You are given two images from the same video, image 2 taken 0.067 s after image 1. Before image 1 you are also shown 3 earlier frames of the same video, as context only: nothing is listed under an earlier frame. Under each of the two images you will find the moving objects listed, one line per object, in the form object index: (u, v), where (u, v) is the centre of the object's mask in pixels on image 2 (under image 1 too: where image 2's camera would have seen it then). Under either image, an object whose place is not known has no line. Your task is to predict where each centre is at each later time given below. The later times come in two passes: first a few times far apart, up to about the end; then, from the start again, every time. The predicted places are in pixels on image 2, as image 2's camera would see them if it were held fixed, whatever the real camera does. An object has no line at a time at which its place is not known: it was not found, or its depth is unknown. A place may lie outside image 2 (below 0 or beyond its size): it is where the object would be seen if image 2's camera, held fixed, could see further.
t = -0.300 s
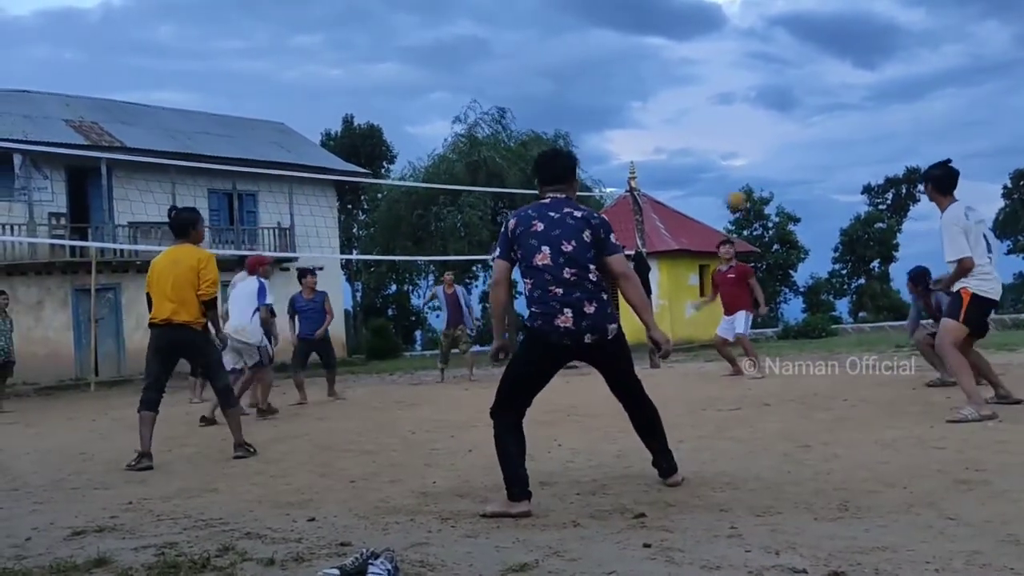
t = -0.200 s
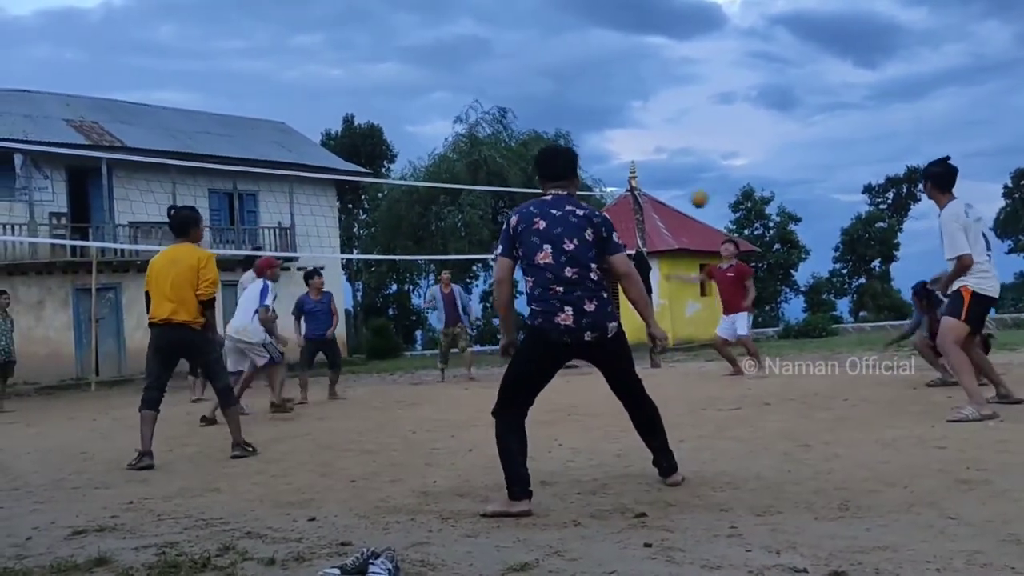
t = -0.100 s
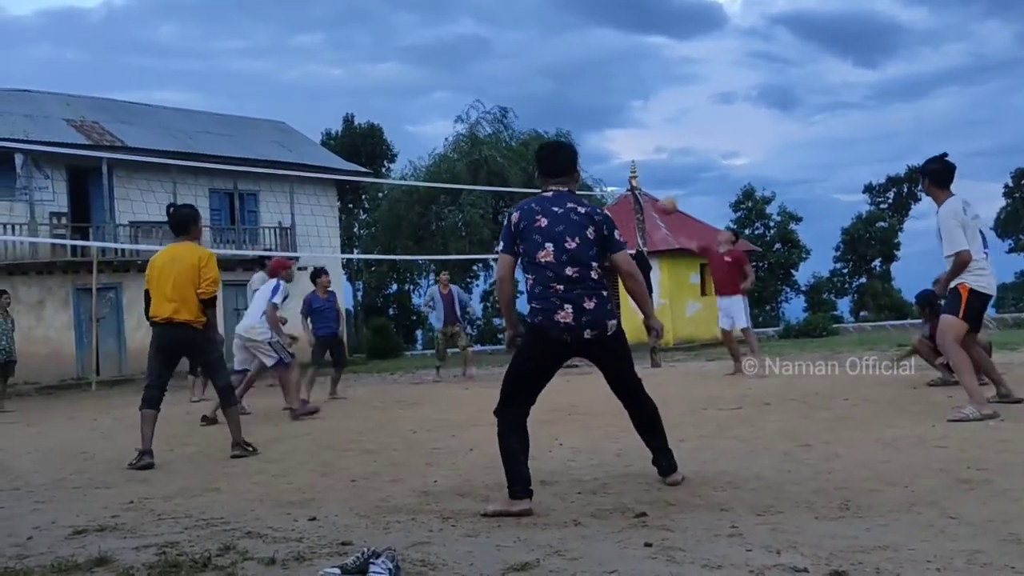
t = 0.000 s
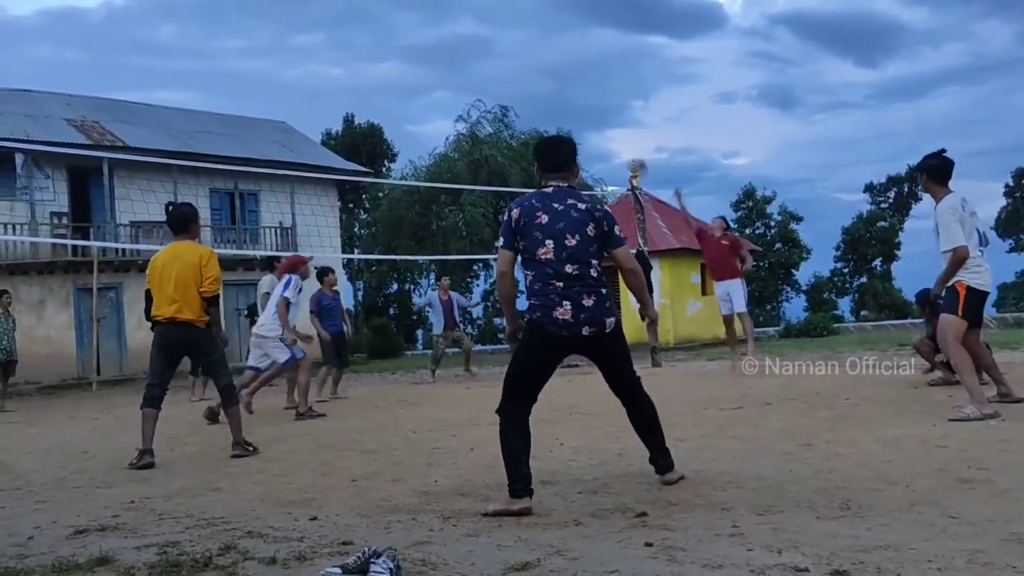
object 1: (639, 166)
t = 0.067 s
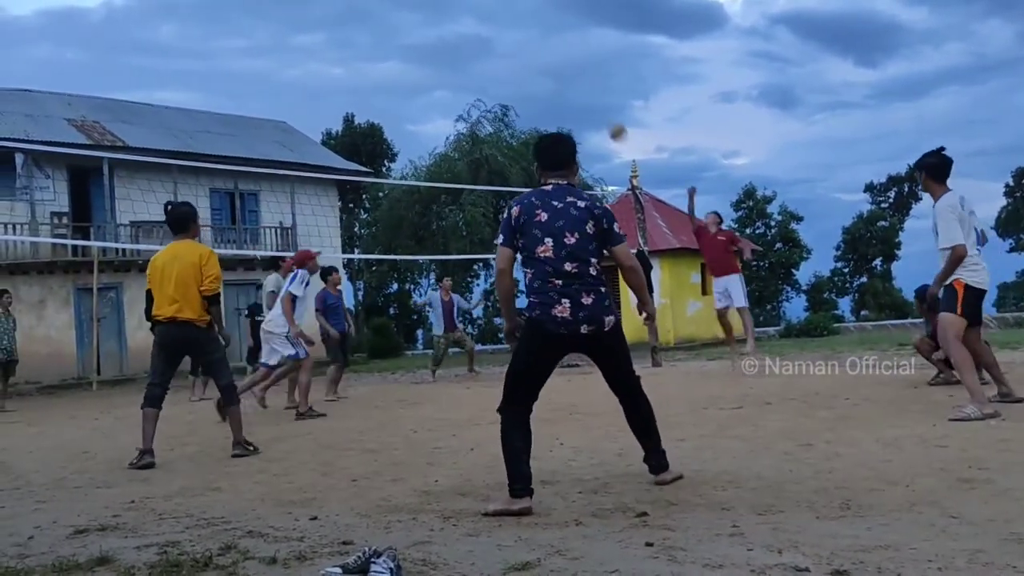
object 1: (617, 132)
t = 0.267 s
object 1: (558, 55)
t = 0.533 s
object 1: (487, 9)
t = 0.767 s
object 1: (434, 20)
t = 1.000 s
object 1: (387, 73)
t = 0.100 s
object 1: (607, 117)
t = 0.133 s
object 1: (597, 102)
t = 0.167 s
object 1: (587, 88)
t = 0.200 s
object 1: (578, 77)
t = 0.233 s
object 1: (568, 65)
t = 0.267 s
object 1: (558, 55)
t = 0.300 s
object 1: (549, 45)
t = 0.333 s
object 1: (539, 37)
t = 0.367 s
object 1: (531, 30)
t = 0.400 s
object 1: (522, 23)
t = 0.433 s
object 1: (513, 19)
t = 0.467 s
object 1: (505, 14)
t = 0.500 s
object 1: (496, 11)
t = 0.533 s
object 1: (487, 9)
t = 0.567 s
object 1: (480, 8)
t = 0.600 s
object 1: (471, 8)
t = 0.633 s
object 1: (464, 9)
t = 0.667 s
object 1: (456, 9)
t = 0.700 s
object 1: (449, 12)
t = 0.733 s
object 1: (441, 15)
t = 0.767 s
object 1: (434, 20)
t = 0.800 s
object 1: (427, 24)
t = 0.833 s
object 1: (420, 30)
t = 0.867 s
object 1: (413, 37)
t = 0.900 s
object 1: (407, 45)
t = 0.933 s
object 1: (400, 53)
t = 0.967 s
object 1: (394, 62)
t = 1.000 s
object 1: (387, 73)
